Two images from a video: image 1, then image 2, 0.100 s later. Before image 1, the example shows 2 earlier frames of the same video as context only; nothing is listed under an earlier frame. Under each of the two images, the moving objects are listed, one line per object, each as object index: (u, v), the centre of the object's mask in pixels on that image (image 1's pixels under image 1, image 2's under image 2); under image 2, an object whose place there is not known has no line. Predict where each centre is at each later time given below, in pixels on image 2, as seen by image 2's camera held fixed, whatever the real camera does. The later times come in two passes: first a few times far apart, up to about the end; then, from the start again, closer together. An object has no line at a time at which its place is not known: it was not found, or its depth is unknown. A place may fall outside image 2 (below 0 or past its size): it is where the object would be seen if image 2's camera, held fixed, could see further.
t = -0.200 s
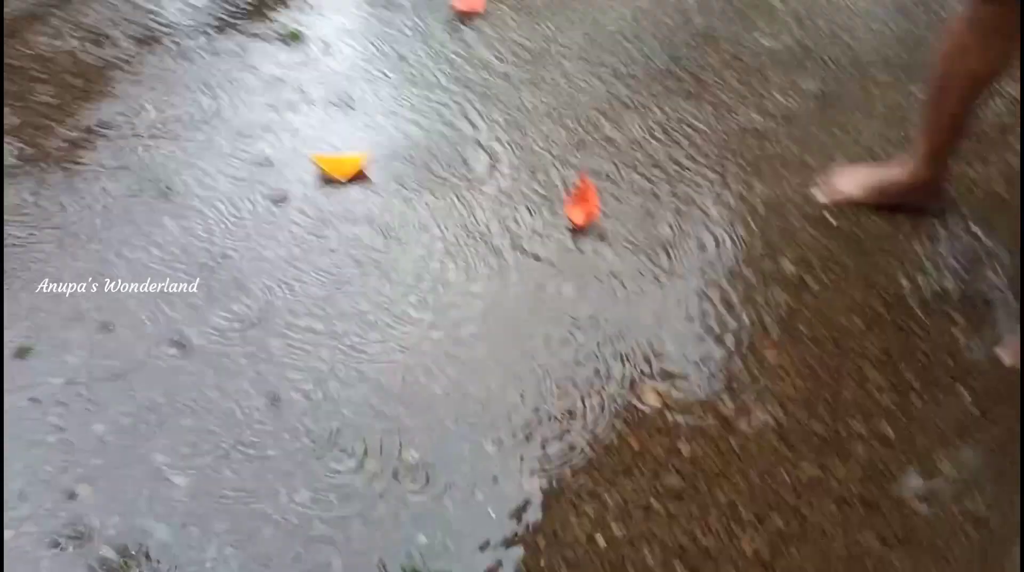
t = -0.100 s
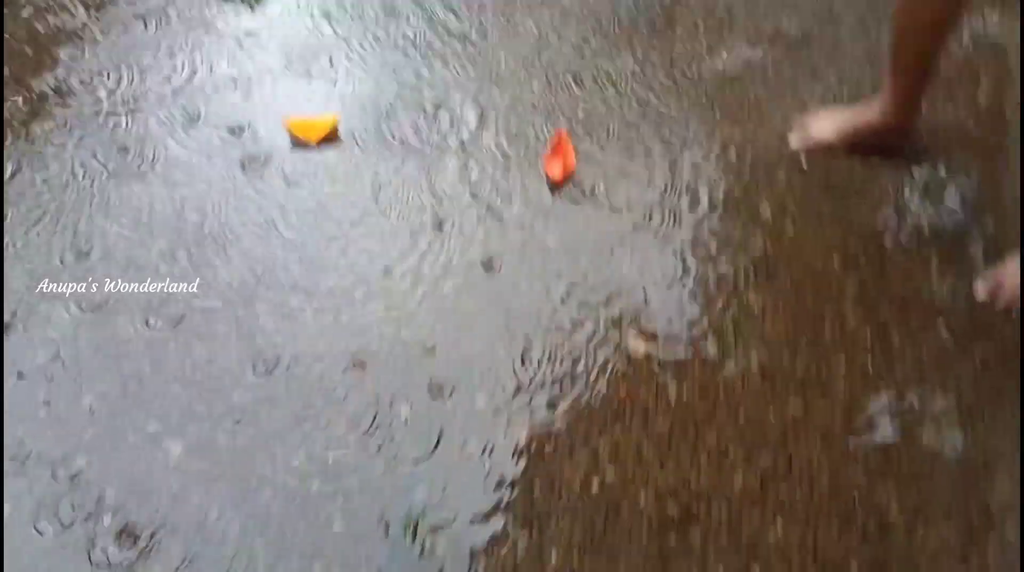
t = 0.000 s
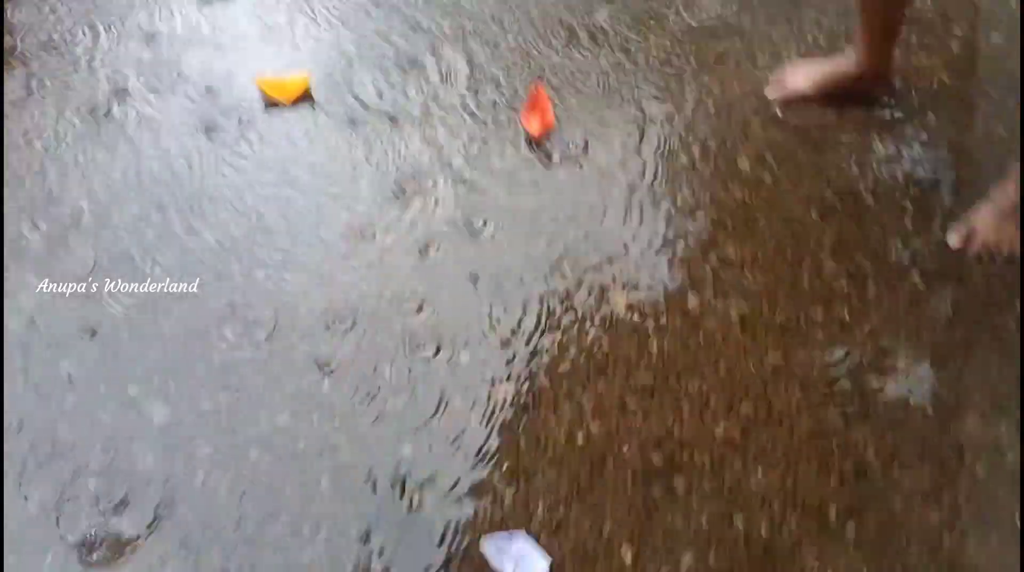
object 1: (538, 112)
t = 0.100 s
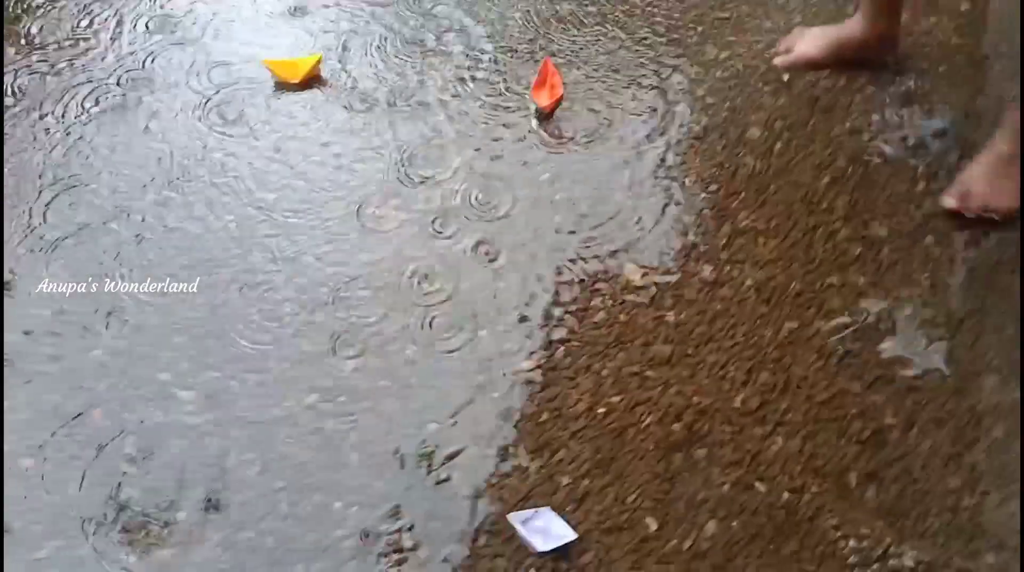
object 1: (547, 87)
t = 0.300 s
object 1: (547, 88)
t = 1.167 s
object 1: (536, 86)
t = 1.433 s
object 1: (530, 87)
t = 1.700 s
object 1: (530, 87)
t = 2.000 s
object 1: (530, 87)
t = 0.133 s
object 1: (548, 87)
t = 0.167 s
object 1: (546, 86)
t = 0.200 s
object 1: (546, 87)
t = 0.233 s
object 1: (547, 88)
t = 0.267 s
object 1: (547, 88)
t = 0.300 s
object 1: (547, 88)
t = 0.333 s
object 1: (546, 88)
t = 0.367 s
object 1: (546, 88)
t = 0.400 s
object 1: (546, 88)
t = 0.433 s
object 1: (546, 88)
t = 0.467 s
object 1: (546, 88)
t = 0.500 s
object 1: (546, 88)
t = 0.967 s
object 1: (544, 88)
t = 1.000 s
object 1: (543, 88)
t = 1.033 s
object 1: (542, 87)
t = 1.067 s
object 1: (540, 87)
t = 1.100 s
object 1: (538, 86)
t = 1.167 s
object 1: (536, 86)
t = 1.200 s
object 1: (535, 86)
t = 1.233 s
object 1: (533, 87)
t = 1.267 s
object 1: (531, 87)
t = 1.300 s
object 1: (530, 87)
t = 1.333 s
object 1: (529, 87)
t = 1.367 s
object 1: (529, 87)
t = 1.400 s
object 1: (529, 87)
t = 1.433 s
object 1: (530, 87)
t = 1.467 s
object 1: (530, 87)
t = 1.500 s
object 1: (531, 87)
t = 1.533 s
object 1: (531, 88)
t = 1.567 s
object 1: (531, 87)
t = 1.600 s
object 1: (530, 87)
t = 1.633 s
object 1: (531, 87)
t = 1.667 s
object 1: (530, 87)
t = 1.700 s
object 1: (530, 87)
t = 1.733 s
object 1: (531, 87)
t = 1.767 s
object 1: (531, 87)
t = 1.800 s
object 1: (531, 87)
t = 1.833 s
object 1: (531, 87)
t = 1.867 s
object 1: (531, 87)
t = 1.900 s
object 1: (532, 86)
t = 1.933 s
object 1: (531, 87)
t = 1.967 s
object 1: (531, 87)
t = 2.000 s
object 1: (530, 87)
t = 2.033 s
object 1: (530, 87)
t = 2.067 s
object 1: (530, 86)
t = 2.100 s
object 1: (530, 88)
